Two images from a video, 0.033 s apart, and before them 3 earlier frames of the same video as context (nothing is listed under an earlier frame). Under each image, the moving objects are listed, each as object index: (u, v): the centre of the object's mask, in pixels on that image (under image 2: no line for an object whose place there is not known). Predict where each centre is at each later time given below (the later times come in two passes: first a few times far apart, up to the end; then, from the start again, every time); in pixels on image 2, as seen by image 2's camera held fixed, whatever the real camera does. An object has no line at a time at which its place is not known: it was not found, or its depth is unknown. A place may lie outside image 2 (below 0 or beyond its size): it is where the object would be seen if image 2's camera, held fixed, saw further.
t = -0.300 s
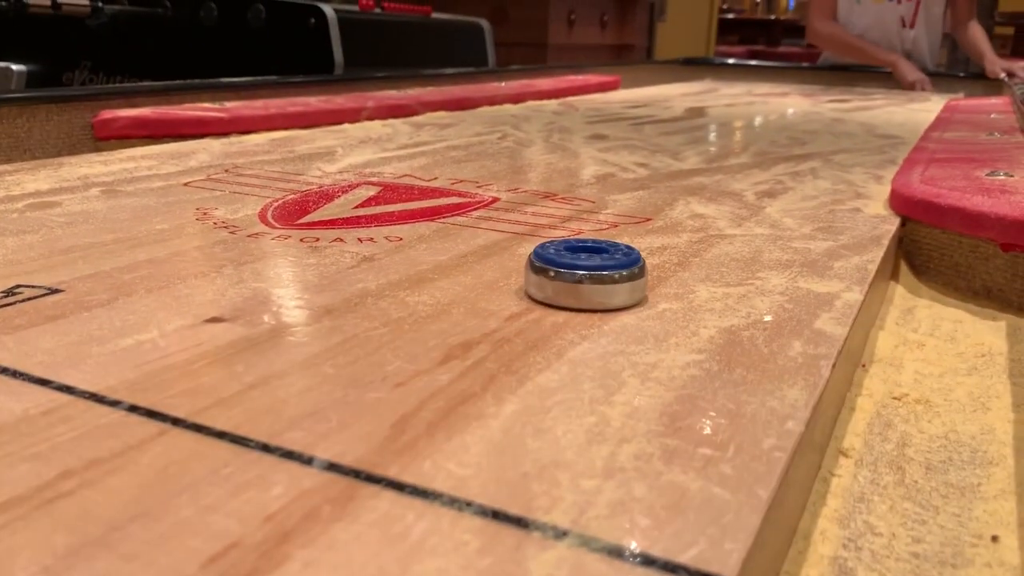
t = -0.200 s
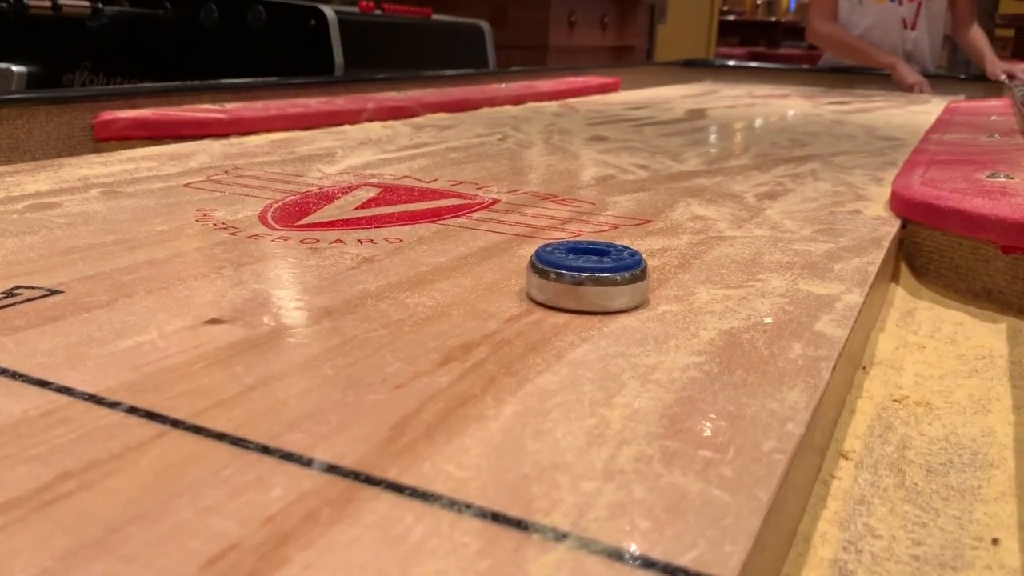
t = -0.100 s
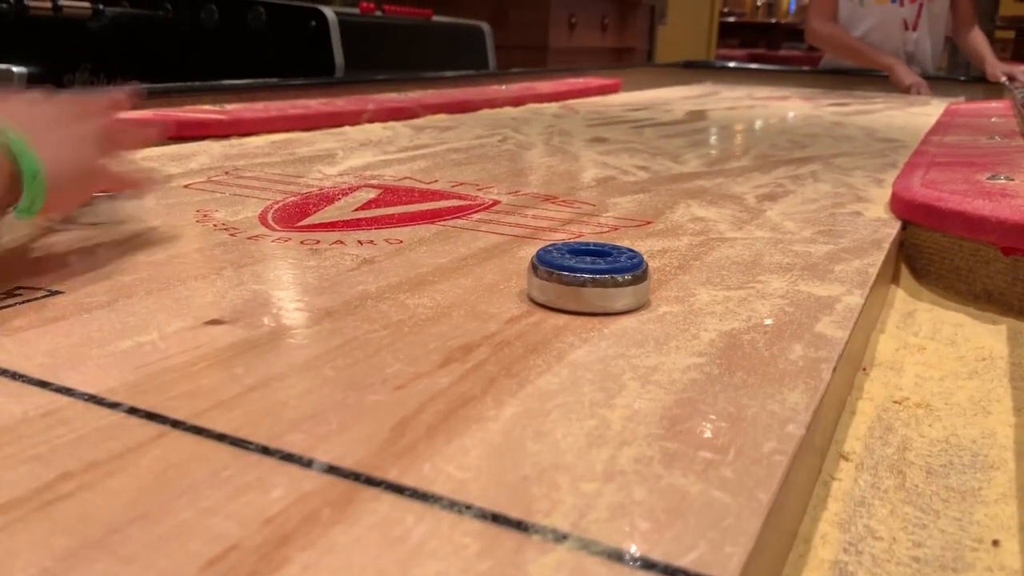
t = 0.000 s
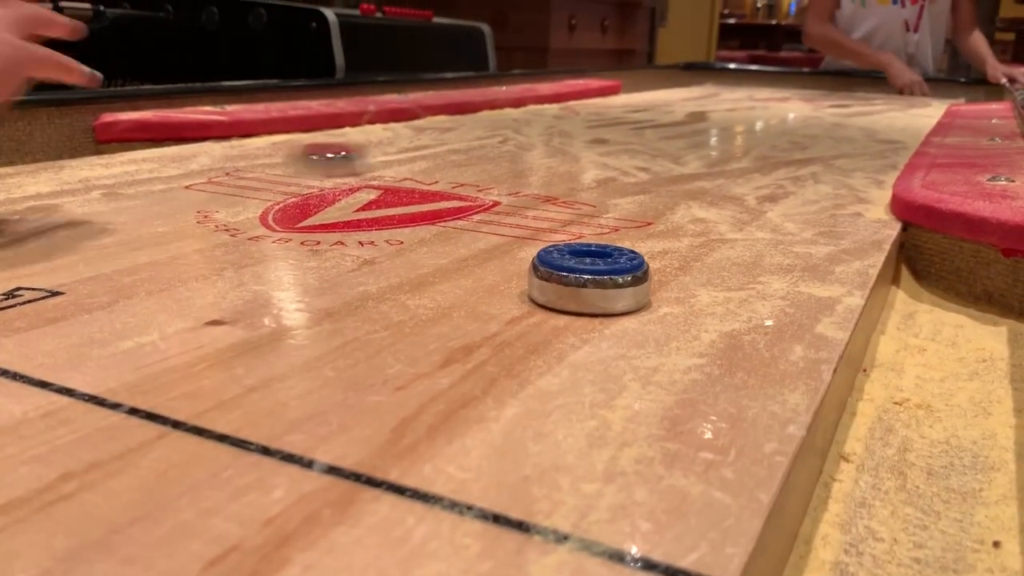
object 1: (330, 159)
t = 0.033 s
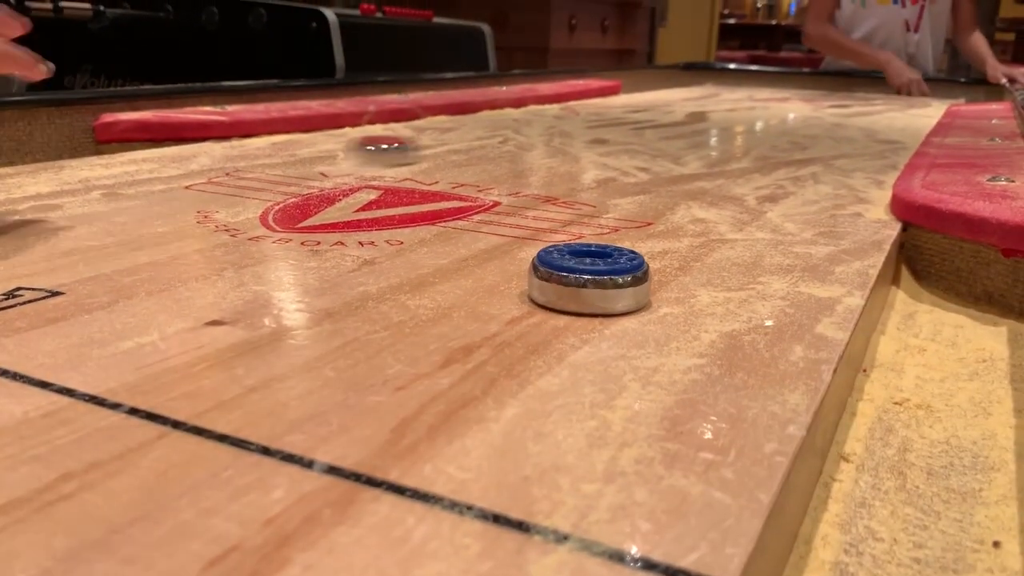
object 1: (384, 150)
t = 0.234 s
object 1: (572, 118)
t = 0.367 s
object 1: (637, 107)
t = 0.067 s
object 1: (431, 142)
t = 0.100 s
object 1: (468, 136)
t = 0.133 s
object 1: (500, 131)
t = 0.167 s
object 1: (527, 125)
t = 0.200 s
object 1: (552, 121)
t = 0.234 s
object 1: (572, 118)
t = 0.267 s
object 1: (591, 115)
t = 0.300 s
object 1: (608, 112)
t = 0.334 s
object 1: (622, 109)
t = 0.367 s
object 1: (637, 107)
